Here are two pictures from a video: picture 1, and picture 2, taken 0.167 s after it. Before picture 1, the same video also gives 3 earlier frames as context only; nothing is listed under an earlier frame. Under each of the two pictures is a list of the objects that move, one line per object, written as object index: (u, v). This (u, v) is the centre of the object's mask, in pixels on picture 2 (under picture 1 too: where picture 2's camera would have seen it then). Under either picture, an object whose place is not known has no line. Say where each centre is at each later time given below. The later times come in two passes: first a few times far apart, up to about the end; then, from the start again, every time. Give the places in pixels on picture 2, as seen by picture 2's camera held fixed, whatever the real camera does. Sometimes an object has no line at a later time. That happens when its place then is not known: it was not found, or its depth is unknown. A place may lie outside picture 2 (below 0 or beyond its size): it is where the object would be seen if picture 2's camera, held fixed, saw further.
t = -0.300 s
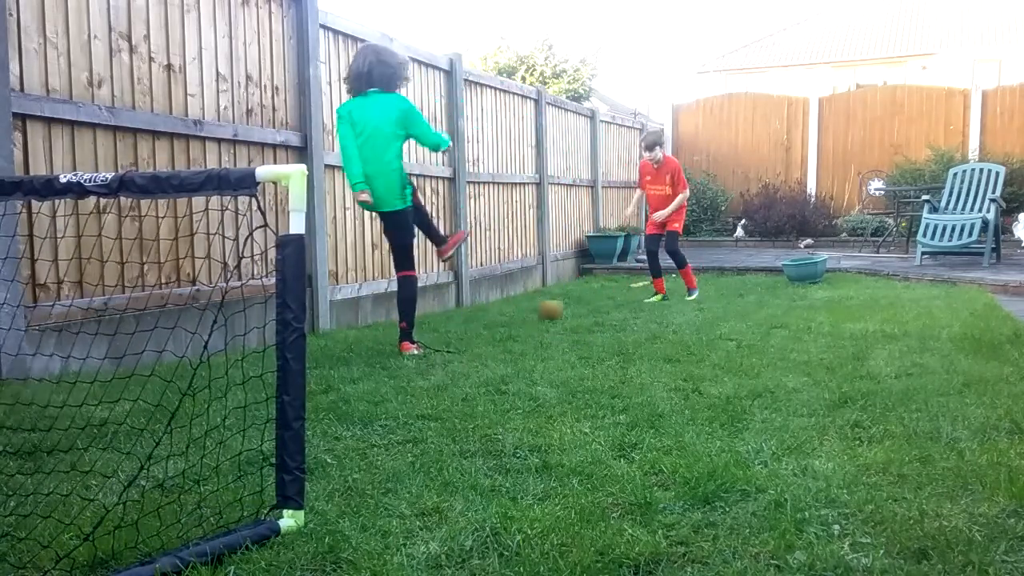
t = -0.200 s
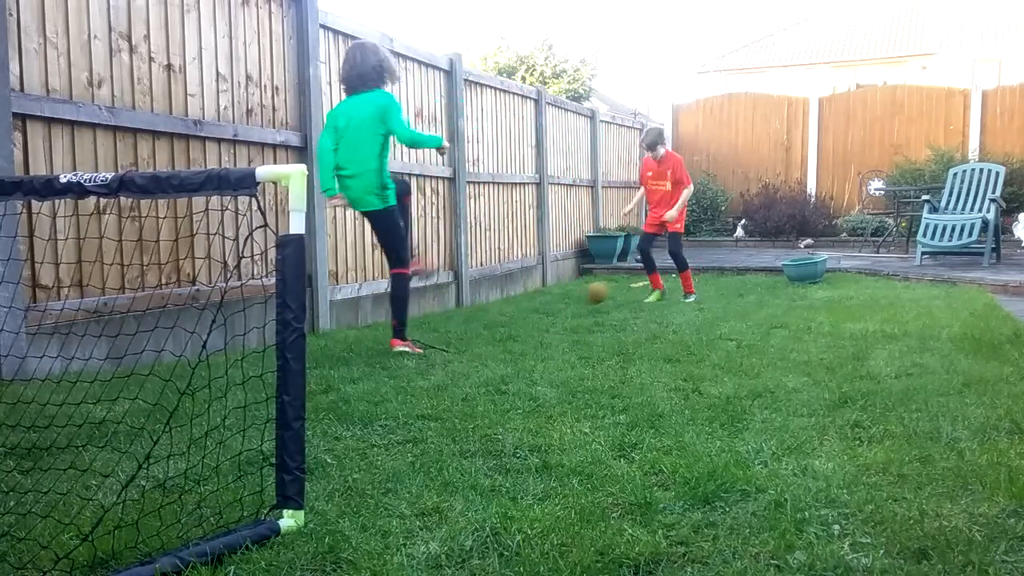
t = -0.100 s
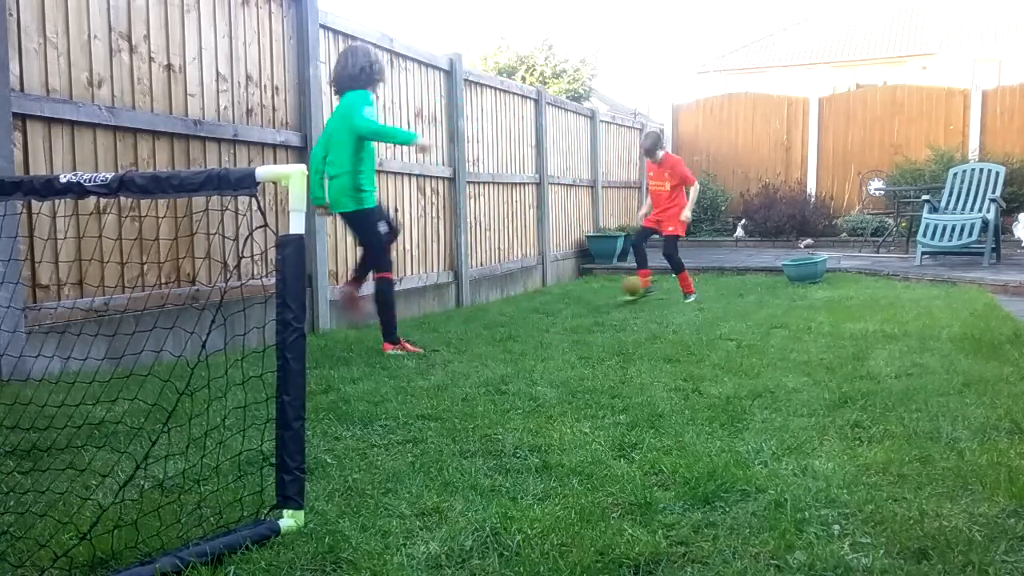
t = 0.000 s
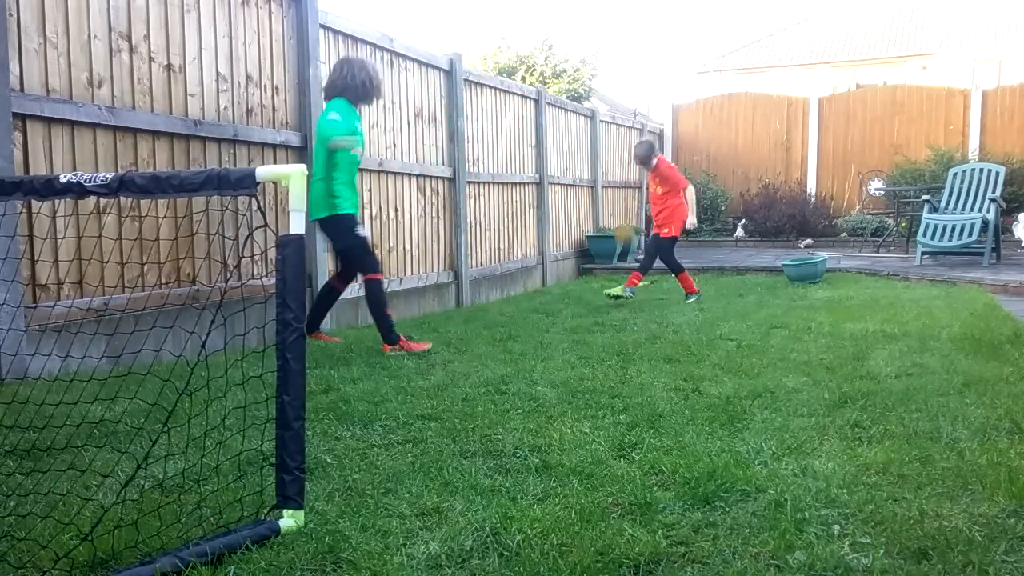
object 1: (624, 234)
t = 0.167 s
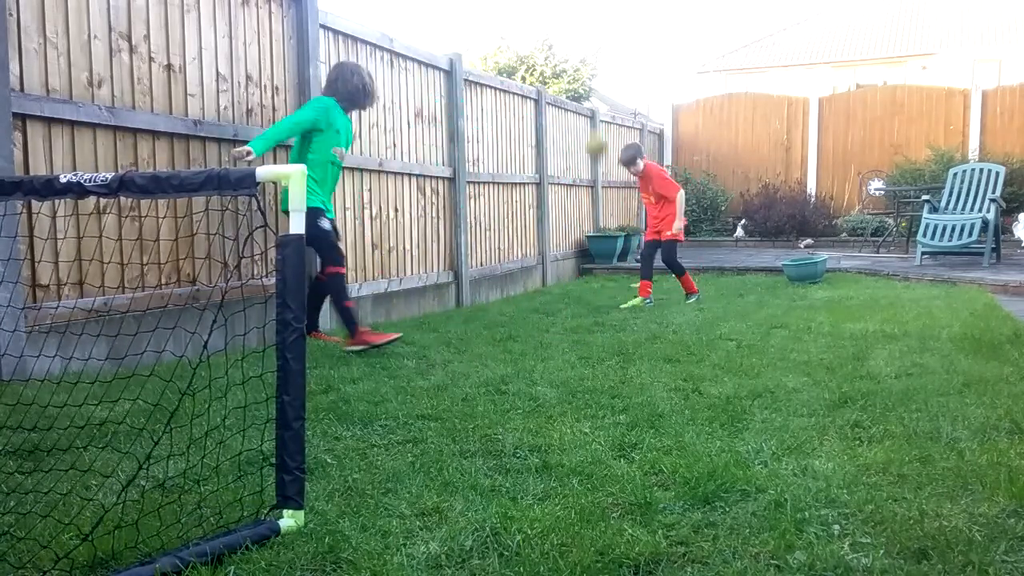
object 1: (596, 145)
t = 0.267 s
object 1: (578, 98)
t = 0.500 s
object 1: (520, 37)
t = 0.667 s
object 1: (463, 52)
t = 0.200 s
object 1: (591, 128)
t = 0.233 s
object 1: (583, 113)
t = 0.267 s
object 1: (578, 98)
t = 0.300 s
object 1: (572, 88)
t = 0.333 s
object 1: (562, 75)
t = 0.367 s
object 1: (555, 64)
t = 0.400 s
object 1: (548, 54)
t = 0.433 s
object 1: (540, 48)
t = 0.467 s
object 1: (531, 42)
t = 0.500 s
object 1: (520, 37)
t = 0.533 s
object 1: (511, 34)
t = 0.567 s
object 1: (501, 34)
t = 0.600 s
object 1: (490, 38)
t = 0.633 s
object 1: (477, 44)
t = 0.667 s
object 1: (463, 52)
